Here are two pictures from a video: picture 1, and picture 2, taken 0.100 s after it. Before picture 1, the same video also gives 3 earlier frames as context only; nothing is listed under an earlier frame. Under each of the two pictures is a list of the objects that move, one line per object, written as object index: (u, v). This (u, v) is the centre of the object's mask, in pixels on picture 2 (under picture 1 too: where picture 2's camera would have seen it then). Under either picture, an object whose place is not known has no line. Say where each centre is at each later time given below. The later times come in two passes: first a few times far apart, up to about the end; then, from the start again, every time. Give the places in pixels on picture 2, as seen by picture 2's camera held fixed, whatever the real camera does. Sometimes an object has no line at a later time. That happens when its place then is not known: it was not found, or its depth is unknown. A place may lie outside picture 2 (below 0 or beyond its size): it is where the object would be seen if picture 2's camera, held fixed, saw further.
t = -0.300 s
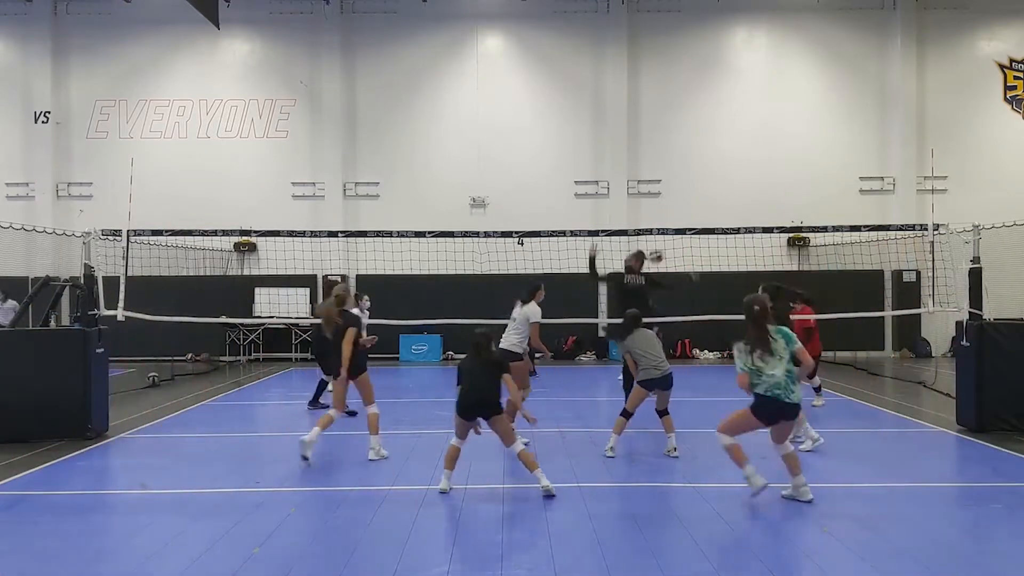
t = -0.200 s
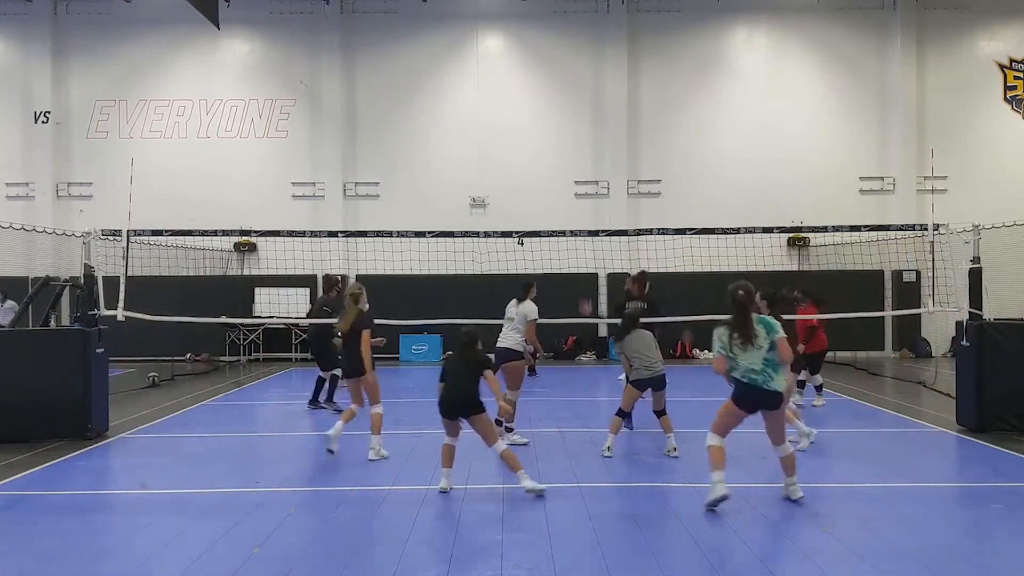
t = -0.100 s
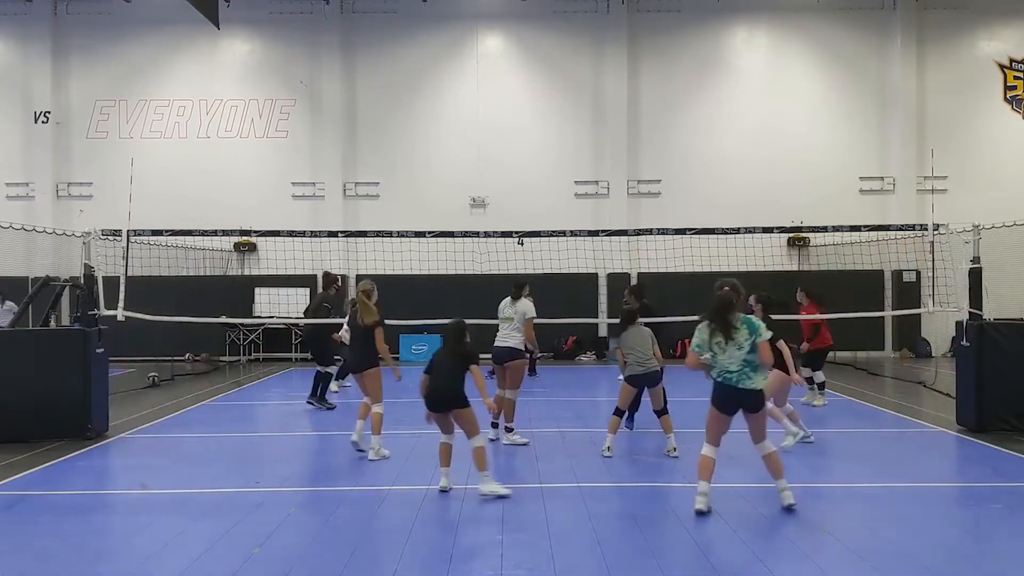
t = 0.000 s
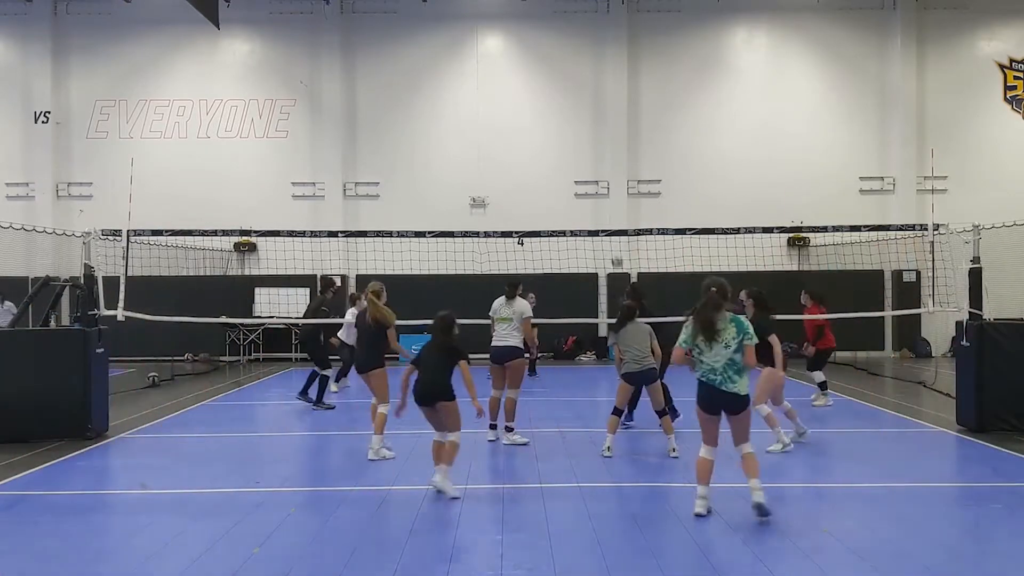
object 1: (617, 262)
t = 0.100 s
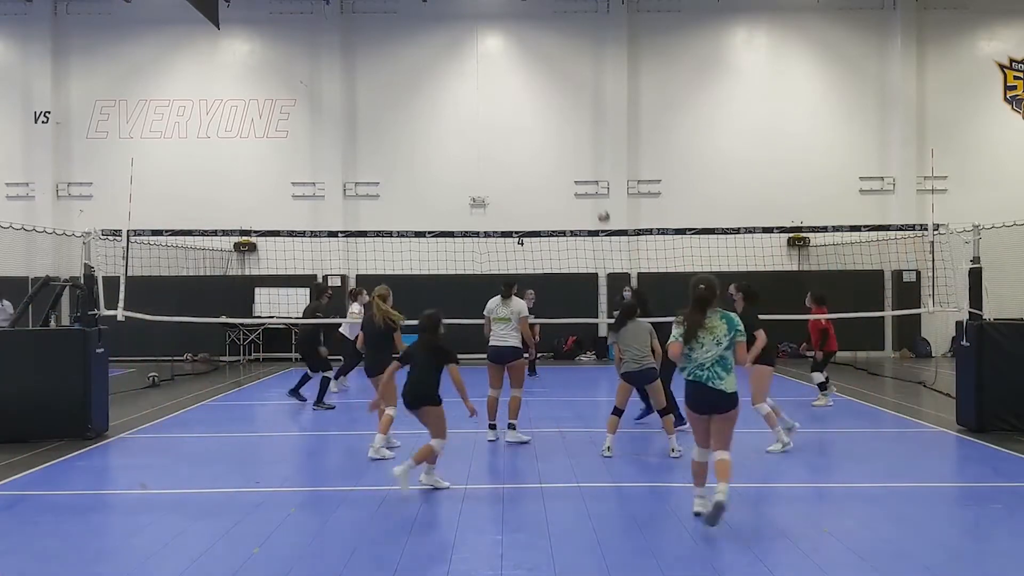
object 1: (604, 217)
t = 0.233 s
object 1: (586, 165)
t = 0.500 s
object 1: (547, 90)
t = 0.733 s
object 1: (512, 57)
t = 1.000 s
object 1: (470, 65)
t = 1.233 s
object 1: (433, 112)
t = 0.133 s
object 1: (599, 203)
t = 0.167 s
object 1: (594, 190)
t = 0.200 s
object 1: (591, 177)
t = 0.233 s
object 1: (586, 165)
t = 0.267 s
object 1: (581, 153)
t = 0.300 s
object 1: (576, 143)
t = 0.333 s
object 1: (572, 133)
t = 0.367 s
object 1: (567, 123)
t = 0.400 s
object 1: (562, 113)
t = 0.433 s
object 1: (557, 105)
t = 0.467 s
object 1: (552, 97)
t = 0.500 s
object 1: (547, 90)
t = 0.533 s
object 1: (542, 83)
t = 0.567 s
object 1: (537, 77)
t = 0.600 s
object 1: (532, 72)
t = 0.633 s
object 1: (528, 67)
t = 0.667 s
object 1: (522, 63)
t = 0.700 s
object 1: (517, 60)
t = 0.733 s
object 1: (512, 57)
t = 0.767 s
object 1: (507, 56)
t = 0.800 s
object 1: (502, 55)
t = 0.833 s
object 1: (497, 55)
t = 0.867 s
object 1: (492, 55)
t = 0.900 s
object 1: (486, 57)
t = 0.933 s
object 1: (481, 59)
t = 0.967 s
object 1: (476, 62)
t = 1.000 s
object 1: (470, 65)
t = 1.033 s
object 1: (465, 69)
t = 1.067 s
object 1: (459, 75)
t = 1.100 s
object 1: (454, 80)
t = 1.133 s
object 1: (449, 87)
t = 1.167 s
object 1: (444, 94)
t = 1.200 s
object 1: (438, 102)
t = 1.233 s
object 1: (433, 112)
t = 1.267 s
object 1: (427, 122)
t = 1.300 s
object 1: (422, 134)
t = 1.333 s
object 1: (416, 145)
